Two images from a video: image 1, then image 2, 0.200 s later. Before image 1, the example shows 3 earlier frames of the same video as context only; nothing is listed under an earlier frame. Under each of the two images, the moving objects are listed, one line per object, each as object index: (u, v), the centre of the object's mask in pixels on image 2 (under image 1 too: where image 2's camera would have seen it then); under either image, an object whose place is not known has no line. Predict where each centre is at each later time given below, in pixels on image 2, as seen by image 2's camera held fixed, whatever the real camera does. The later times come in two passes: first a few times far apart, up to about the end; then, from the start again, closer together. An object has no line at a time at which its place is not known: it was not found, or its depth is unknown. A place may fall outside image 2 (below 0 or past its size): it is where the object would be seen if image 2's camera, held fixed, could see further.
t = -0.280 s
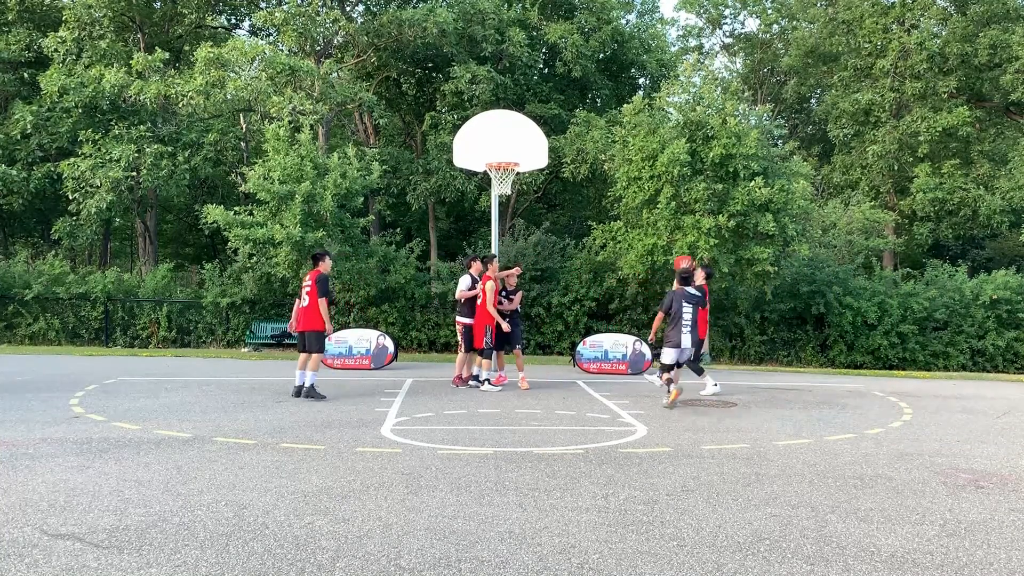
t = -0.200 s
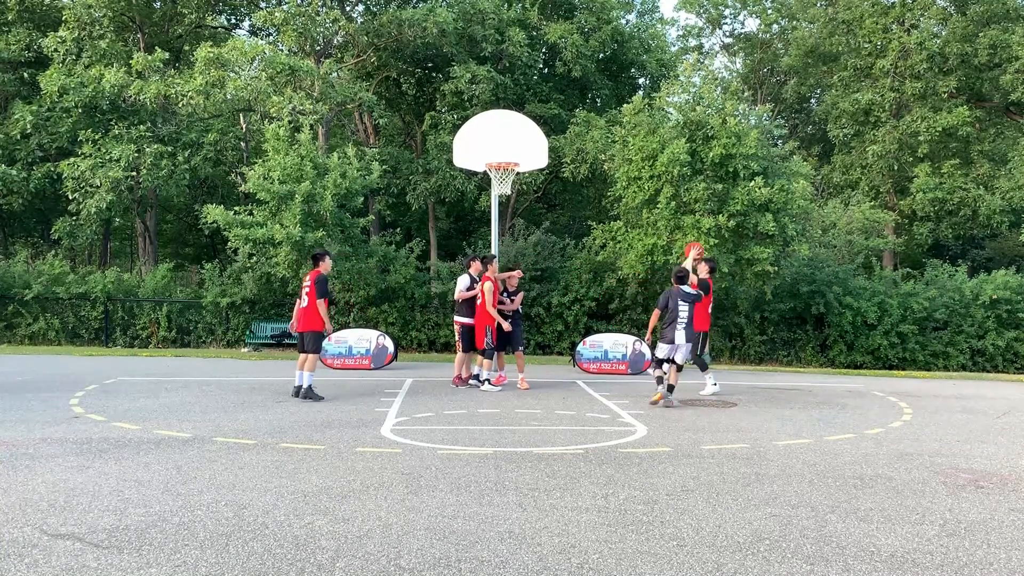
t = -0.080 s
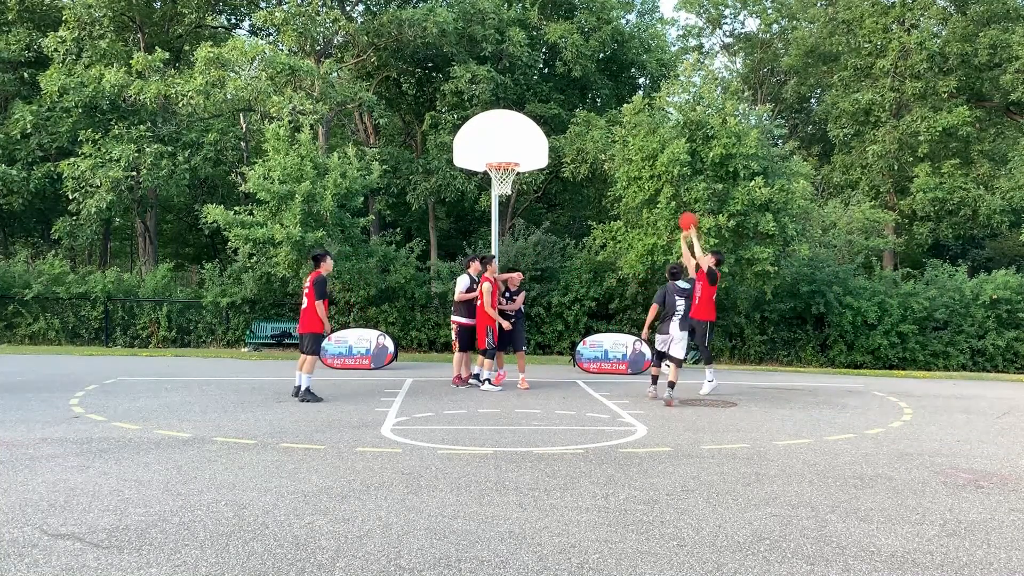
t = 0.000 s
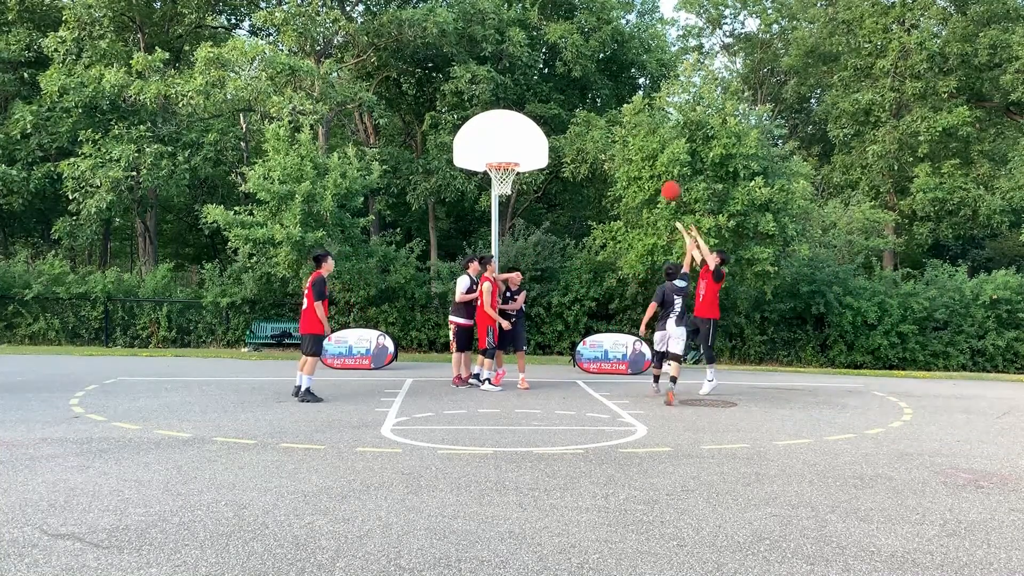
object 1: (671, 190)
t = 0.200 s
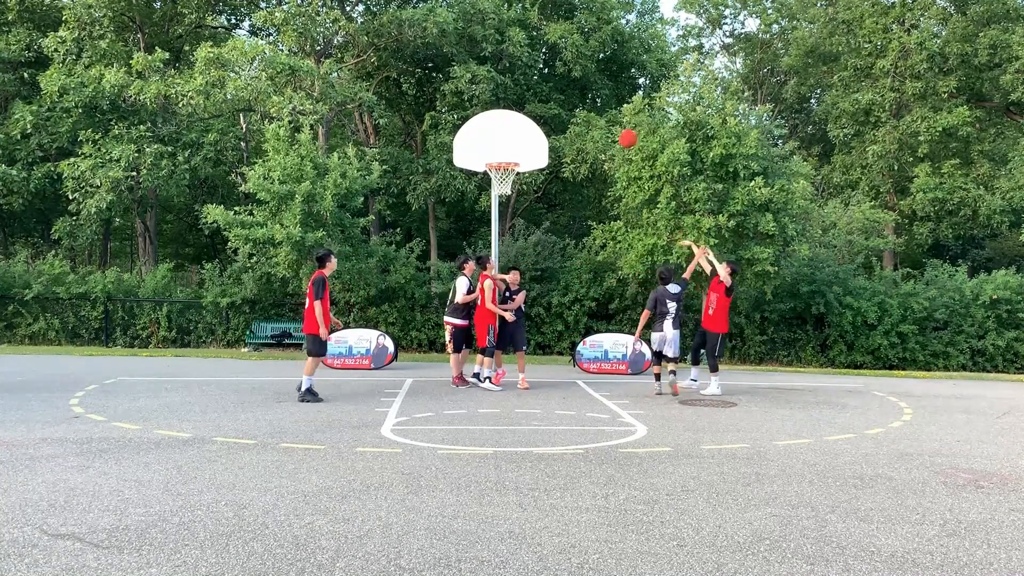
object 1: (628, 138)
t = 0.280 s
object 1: (614, 128)
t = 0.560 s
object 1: (557, 121)
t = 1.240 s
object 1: (505, 209)
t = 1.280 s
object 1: (507, 217)
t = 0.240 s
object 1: (621, 133)
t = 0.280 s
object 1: (614, 128)
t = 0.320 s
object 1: (604, 122)
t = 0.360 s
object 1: (597, 120)
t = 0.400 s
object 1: (587, 118)
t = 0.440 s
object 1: (580, 117)
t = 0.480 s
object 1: (573, 117)
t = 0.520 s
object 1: (563, 119)
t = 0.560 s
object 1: (557, 121)
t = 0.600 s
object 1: (548, 125)
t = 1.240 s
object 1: (505, 209)
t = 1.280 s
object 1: (507, 217)
